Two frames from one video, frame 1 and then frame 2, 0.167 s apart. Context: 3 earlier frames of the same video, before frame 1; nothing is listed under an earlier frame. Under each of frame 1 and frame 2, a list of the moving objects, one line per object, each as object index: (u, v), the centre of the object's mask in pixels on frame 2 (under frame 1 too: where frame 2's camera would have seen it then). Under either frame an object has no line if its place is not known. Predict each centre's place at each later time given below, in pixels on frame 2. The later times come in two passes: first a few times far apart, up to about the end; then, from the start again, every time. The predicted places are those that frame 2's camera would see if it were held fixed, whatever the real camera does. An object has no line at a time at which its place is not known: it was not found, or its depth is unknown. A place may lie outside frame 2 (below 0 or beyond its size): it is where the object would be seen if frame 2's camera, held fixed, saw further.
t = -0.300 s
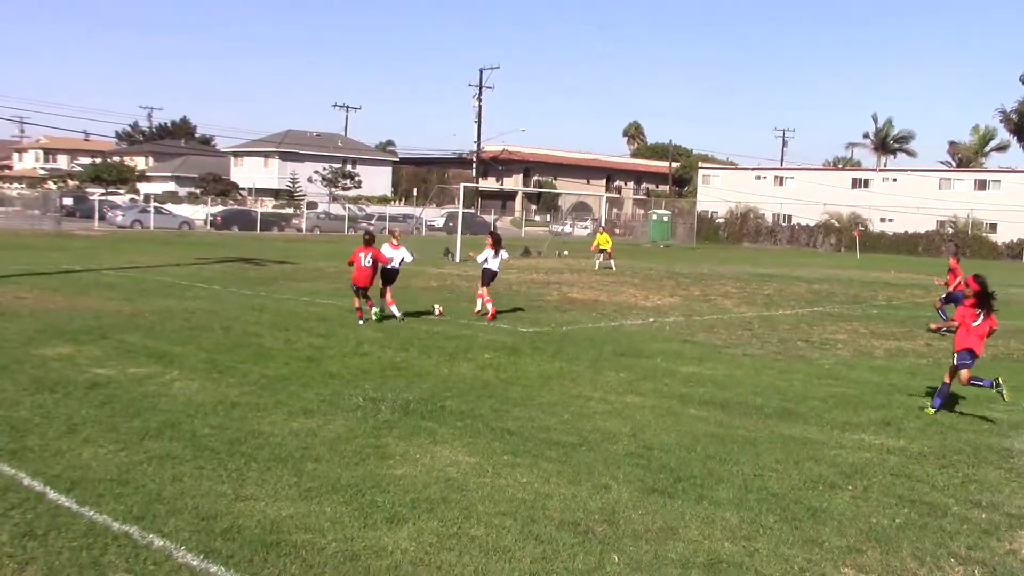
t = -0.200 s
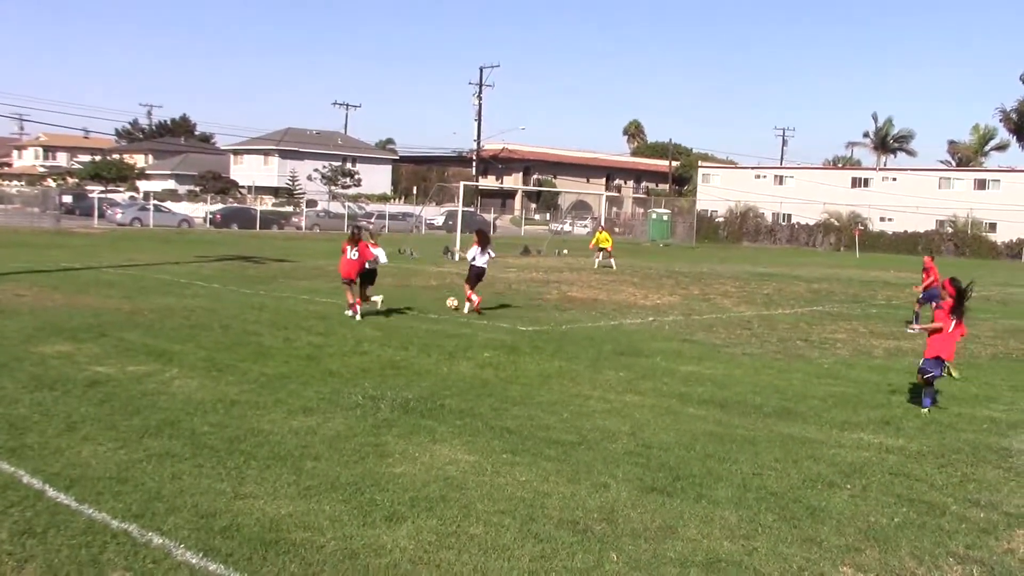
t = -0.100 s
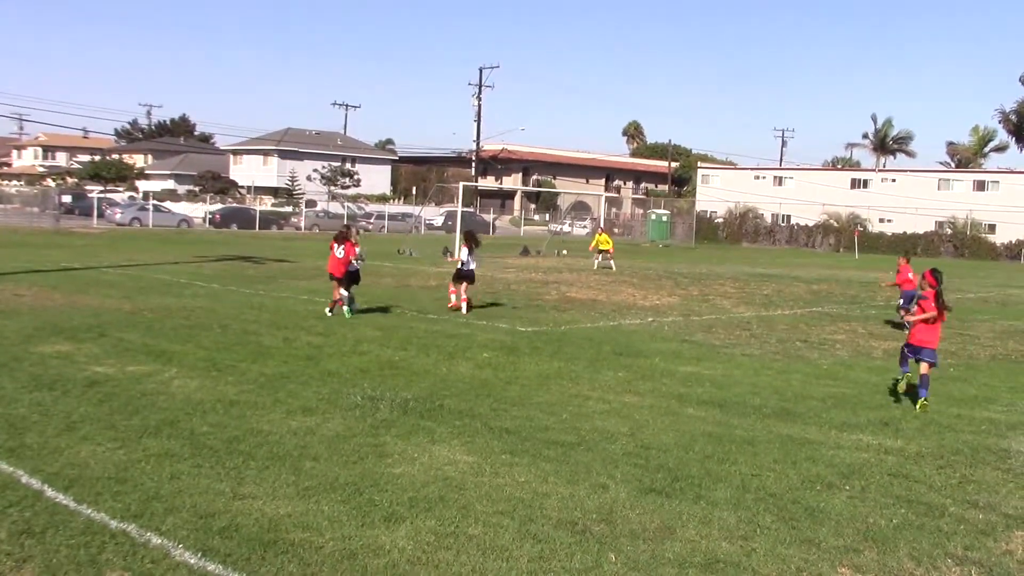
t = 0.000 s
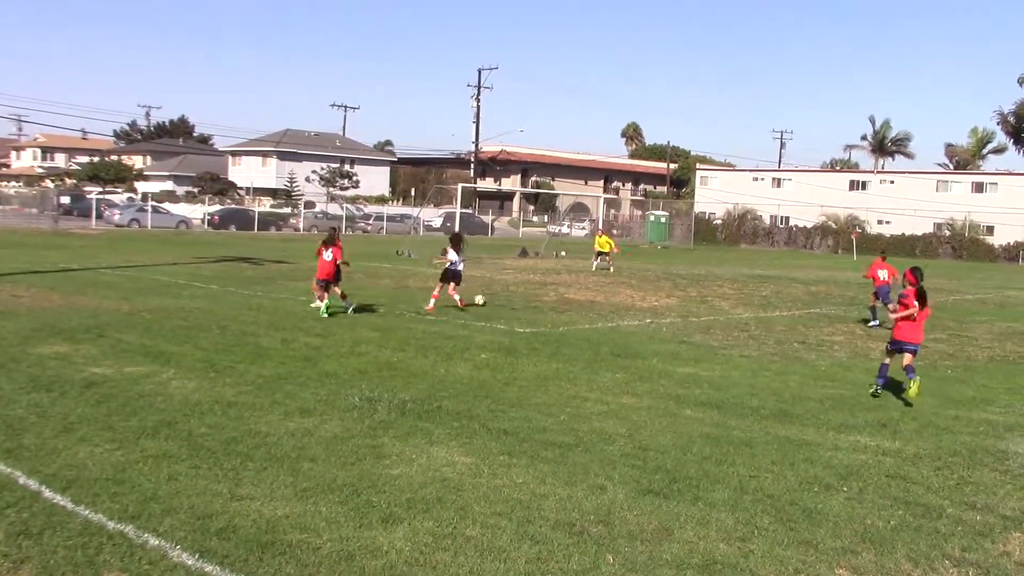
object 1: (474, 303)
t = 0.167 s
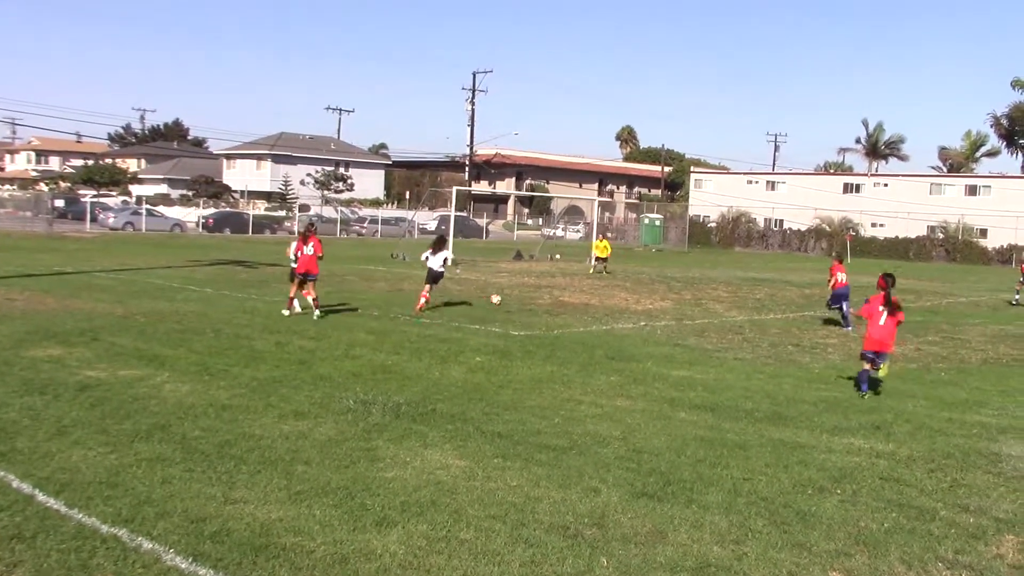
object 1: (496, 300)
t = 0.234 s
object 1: (504, 299)
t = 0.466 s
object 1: (527, 293)
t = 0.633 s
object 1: (543, 296)
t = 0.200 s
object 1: (500, 299)
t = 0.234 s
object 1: (504, 299)
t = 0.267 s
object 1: (507, 299)
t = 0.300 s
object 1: (511, 300)
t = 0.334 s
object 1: (515, 299)
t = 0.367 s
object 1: (518, 297)
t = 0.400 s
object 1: (521, 295)
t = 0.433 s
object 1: (524, 294)
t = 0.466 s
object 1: (527, 293)
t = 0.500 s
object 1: (531, 293)
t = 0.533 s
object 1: (533, 293)
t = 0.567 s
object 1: (536, 295)
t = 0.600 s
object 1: (539, 296)
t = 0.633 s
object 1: (543, 296)
